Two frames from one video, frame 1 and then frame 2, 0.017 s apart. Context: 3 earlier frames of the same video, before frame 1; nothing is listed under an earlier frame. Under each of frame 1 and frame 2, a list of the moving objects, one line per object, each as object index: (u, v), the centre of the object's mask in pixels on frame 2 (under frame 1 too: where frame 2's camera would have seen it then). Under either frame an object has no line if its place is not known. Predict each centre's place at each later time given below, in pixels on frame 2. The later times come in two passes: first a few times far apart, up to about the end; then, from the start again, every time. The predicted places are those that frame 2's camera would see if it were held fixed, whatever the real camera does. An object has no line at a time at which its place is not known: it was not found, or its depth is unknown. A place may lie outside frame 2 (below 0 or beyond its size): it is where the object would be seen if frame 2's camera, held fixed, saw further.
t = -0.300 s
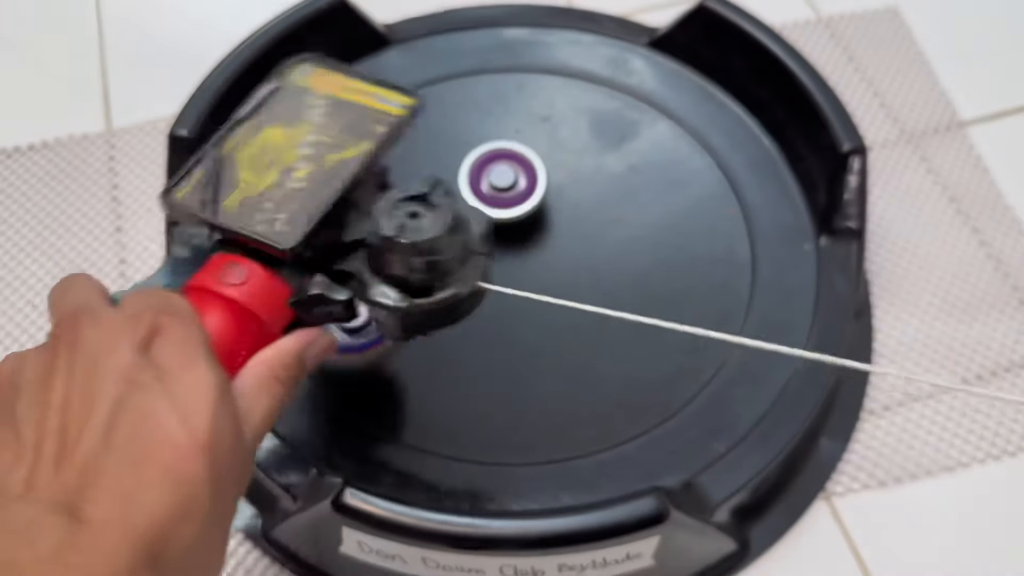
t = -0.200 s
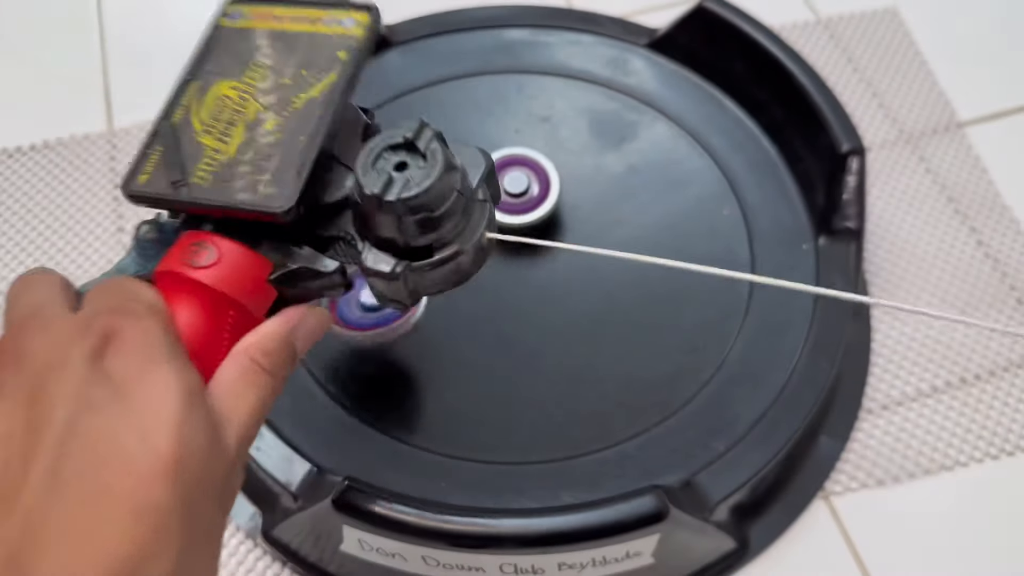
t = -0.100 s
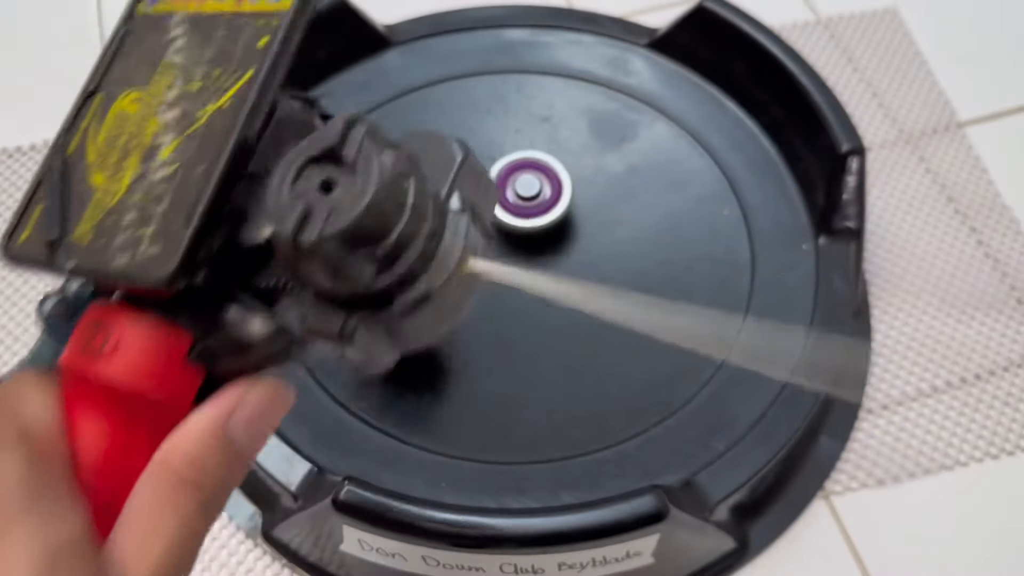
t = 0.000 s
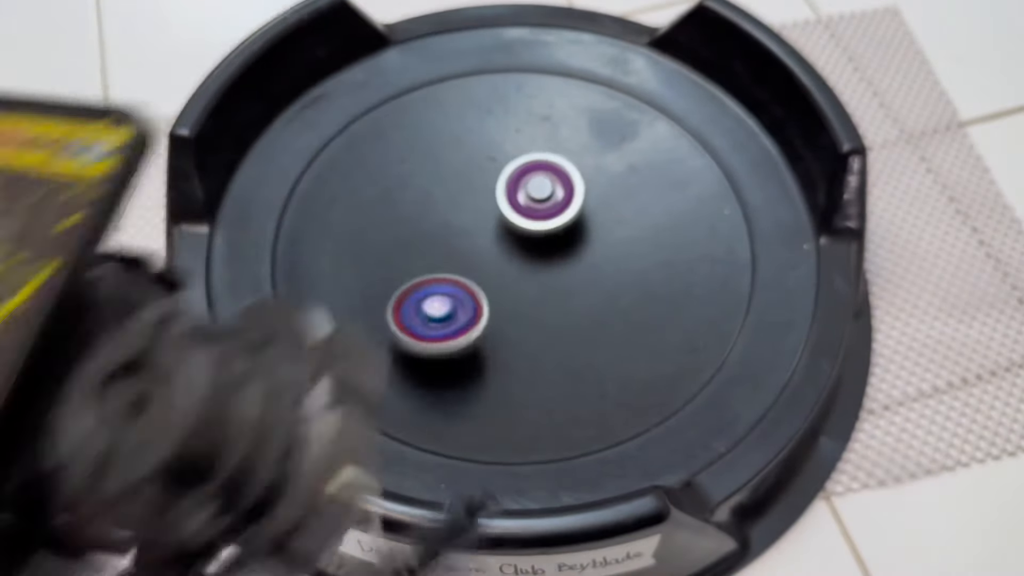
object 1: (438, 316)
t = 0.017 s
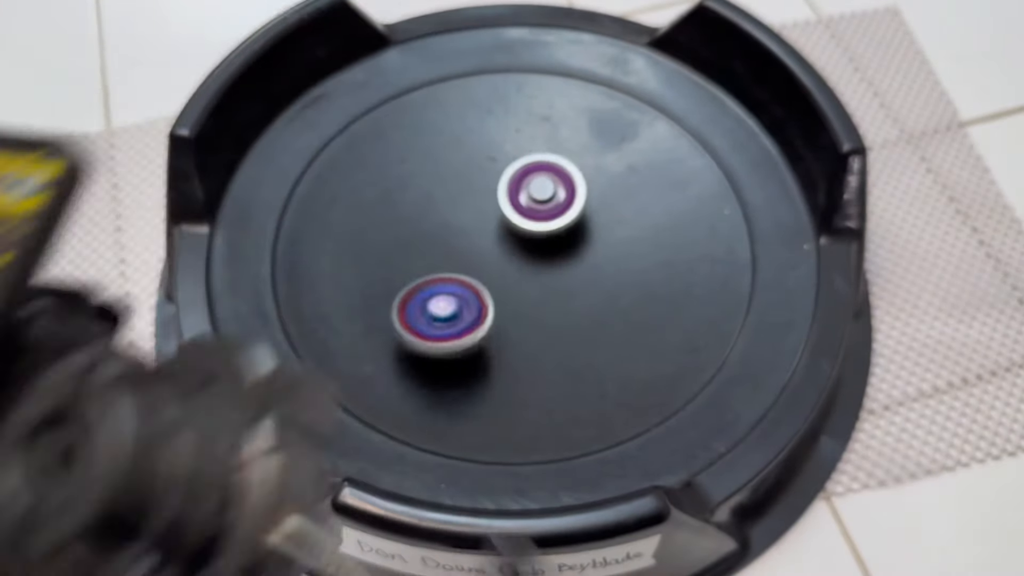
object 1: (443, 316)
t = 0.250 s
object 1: (466, 315)
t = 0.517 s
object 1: (440, 303)
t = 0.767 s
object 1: (418, 275)
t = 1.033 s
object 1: (402, 243)
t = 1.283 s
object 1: (414, 220)
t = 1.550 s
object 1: (443, 188)
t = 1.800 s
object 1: (462, 160)
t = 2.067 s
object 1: (477, 148)
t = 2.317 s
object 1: (495, 151)
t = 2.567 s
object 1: (524, 167)
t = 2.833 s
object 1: (571, 180)
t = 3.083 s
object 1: (581, 196)
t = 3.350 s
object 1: (586, 223)
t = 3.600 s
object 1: (592, 255)
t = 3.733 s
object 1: (595, 268)
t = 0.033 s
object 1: (448, 315)
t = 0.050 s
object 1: (452, 315)
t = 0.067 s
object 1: (456, 314)
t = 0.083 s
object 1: (460, 314)
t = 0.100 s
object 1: (464, 313)
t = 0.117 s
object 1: (467, 313)
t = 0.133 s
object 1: (469, 313)
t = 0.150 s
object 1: (470, 313)
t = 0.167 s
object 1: (471, 313)
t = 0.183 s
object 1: (471, 314)
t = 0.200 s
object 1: (470, 314)
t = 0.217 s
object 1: (469, 314)
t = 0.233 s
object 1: (468, 314)
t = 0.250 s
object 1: (466, 315)
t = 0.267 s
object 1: (465, 315)
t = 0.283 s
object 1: (464, 315)
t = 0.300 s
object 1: (462, 315)
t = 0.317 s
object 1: (461, 315)
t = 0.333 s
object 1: (459, 315)
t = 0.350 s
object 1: (458, 314)
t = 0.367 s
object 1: (456, 313)
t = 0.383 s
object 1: (455, 313)
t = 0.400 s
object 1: (453, 312)
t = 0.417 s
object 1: (452, 311)
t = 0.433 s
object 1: (450, 310)
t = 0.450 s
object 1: (448, 309)
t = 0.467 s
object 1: (446, 308)
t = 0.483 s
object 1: (444, 306)
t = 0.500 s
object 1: (442, 305)
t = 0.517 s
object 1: (440, 303)
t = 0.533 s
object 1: (439, 301)
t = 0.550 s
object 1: (437, 300)
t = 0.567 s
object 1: (436, 298)
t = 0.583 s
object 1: (434, 297)
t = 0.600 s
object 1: (432, 295)
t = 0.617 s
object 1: (431, 293)
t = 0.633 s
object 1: (429, 291)
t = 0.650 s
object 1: (428, 290)
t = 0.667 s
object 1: (426, 287)
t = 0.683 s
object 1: (425, 285)
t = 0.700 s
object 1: (423, 283)
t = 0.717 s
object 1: (422, 281)
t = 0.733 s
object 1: (421, 279)
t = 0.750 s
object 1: (420, 277)
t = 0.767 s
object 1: (418, 275)
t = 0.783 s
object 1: (417, 273)
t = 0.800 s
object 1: (416, 271)
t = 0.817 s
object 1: (415, 268)
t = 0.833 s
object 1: (414, 266)
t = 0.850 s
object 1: (413, 264)
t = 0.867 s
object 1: (412, 262)
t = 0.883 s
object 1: (411, 260)
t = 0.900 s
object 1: (410, 258)
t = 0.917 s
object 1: (408, 256)
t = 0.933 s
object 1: (407, 254)
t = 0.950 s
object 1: (406, 252)
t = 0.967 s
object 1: (405, 250)
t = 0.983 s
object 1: (404, 249)
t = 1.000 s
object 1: (403, 247)
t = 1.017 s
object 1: (403, 245)
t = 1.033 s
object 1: (402, 243)
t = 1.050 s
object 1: (402, 241)
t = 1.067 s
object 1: (402, 240)
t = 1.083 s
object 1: (402, 239)
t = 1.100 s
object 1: (402, 237)
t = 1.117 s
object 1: (402, 236)
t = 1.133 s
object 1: (403, 235)
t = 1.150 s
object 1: (403, 233)
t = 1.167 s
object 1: (404, 232)
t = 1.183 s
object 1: (405, 231)
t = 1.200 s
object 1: (406, 229)
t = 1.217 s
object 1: (407, 228)
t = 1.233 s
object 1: (409, 226)
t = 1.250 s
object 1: (410, 224)
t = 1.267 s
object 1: (412, 223)
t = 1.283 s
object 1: (414, 220)
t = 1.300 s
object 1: (416, 219)
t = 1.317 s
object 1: (418, 217)
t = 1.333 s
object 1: (420, 215)
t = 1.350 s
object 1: (422, 213)
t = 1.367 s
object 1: (424, 211)
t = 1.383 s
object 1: (426, 209)
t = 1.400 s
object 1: (428, 207)
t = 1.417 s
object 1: (431, 205)
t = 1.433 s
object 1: (432, 203)
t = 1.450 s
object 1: (434, 201)
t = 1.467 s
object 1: (435, 199)
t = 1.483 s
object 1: (437, 196)
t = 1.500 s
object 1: (439, 194)
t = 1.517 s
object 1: (440, 192)
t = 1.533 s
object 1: (442, 190)
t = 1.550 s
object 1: (443, 188)
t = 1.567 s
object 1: (444, 186)
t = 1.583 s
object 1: (446, 184)
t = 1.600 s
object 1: (447, 182)
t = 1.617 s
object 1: (448, 180)
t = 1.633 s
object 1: (449, 178)
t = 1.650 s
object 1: (451, 176)
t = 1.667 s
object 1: (452, 174)
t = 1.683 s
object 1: (453, 172)
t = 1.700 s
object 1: (454, 171)
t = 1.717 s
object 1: (455, 169)
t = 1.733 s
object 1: (457, 167)
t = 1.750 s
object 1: (458, 165)
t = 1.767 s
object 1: (459, 164)
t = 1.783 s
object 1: (460, 161)
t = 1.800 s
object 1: (462, 160)
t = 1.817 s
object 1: (463, 159)
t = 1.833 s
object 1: (464, 157)
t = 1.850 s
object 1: (465, 156)
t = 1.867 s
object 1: (466, 155)
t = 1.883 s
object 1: (467, 153)
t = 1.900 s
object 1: (468, 152)
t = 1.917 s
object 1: (469, 151)
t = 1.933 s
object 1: (470, 150)
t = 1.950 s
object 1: (471, 150)
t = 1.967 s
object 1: (472, 149)
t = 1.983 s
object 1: (472, 148)
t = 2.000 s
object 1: (473, 148)
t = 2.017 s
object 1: (474, 148)
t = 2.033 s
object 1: (475, 148)
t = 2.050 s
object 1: (476, 148)
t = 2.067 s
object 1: (477, 148)
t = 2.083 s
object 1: (478, 148)
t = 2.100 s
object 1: (479, 148)
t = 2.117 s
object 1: (480, 148)
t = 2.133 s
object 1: (480, 148)
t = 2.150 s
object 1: (482, 148)
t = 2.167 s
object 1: (483, 148)
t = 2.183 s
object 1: (484, 148)
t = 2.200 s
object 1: (486, 148)
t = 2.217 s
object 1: (487, 148)
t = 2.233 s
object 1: (488, 148)
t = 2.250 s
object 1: (489, 149)
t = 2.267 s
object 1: (490, 149)
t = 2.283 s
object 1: (492, 150)
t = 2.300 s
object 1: (493, 150)
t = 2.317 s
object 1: (495, 151)
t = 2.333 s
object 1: (496, 151)
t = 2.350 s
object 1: (498, 152)
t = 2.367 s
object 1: (499, 153)
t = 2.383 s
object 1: (501, 154)
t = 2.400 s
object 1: (503, 155)
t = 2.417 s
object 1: (505, 156)
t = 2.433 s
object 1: (506, 157)
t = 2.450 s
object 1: (508, 158)
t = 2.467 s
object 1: (510, 159)
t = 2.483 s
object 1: (512, 160)
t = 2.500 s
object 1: (514, 162)
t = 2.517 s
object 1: (516, 163)
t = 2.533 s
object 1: (519, 164)
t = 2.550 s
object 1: (521, 166)
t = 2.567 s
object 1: (524, 167)
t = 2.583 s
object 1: (526, 168)
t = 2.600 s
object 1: (529, 170)
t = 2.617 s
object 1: (532, 171)
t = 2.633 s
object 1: (535, 173)
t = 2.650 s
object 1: (539, 174)
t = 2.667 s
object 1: (542, 175)
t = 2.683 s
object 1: (546, 176)
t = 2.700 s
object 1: (549, 176)
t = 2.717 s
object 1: (552, 177)
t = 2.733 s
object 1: (556, 177)
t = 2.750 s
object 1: (559, 178)
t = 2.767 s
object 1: (562, 178)
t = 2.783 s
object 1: (565, 179)
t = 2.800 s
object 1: (567, 179)
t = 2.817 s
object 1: (569, 180)
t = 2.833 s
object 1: (571, 180)
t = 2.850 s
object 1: (573, 181)
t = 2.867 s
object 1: (574, 182)
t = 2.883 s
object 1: (575, 182)
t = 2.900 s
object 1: (576, 183)
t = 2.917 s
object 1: (578, 184)
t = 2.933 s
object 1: (579, 185)
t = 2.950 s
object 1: (579, 186)
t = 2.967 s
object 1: (580, 187)
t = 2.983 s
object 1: (580, 188)
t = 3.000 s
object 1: (581, 189)
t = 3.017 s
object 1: (581, 190)
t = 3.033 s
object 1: (581, 192)
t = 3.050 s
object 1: (581, 193)
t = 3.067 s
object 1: (581, 194)
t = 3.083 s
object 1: (581, 196)
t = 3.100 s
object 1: (581, 197)
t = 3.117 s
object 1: (582, 198)
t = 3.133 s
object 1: (582, 200)
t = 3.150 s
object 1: (582, 201)
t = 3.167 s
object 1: (582, 202)
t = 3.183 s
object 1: (583, 204)
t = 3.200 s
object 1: (583, 206)
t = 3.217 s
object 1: (583, 208)
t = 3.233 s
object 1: (583, 209)
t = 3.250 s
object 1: (583, 211)
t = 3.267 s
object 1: (583, 213)
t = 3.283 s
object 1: (584, 215)
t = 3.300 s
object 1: (584, 217)
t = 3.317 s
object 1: (585, 219)
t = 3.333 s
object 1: (586, 221)
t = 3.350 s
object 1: (586, 223)
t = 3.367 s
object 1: (587, 225)
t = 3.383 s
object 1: (587, 227)
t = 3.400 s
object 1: (588, 230)
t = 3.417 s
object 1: (588, 232)
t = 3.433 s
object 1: (588, 234)
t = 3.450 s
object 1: (589, 237)
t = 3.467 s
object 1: (589, 239)
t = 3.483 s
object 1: (590, 241)
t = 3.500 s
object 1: (590, 243)
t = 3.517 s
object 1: (590, 246)
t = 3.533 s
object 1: (591, 248)
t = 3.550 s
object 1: (591, 249)
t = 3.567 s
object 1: (591, 251)
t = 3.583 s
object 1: (591, 253)
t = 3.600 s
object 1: (592, 255)
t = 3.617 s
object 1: (592, 257)
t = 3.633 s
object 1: (592, 259)
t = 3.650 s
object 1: (593, 260)
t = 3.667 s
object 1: (593, 262)
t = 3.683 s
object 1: (593, 263)
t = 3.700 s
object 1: (594, 265)
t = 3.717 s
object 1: (594, 267)
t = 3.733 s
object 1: (595, 268)
